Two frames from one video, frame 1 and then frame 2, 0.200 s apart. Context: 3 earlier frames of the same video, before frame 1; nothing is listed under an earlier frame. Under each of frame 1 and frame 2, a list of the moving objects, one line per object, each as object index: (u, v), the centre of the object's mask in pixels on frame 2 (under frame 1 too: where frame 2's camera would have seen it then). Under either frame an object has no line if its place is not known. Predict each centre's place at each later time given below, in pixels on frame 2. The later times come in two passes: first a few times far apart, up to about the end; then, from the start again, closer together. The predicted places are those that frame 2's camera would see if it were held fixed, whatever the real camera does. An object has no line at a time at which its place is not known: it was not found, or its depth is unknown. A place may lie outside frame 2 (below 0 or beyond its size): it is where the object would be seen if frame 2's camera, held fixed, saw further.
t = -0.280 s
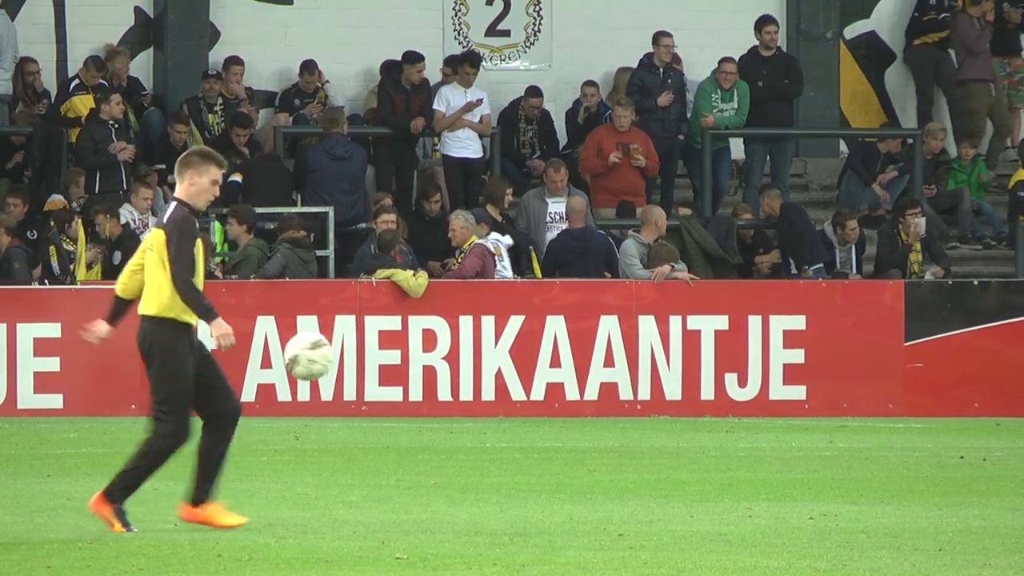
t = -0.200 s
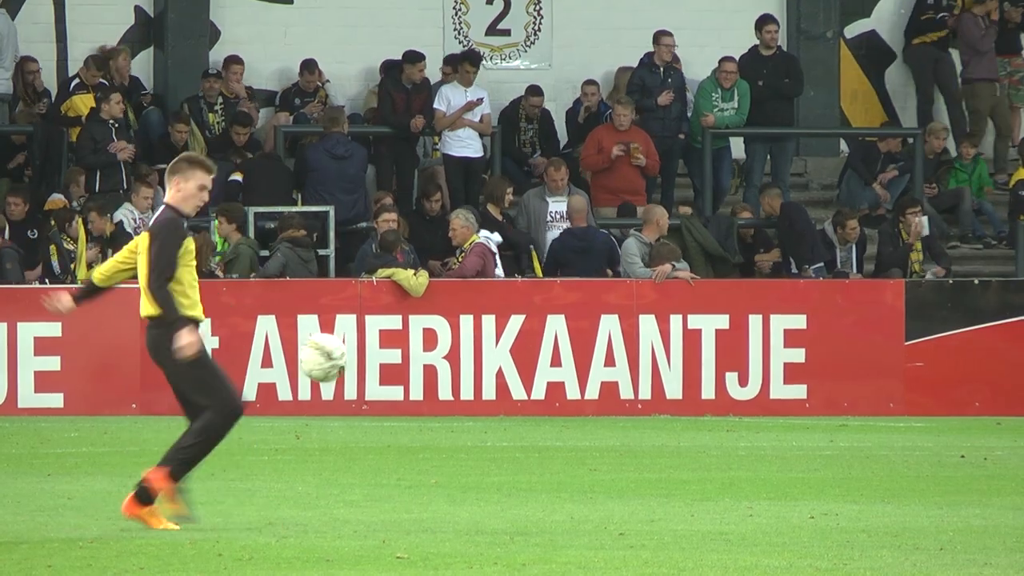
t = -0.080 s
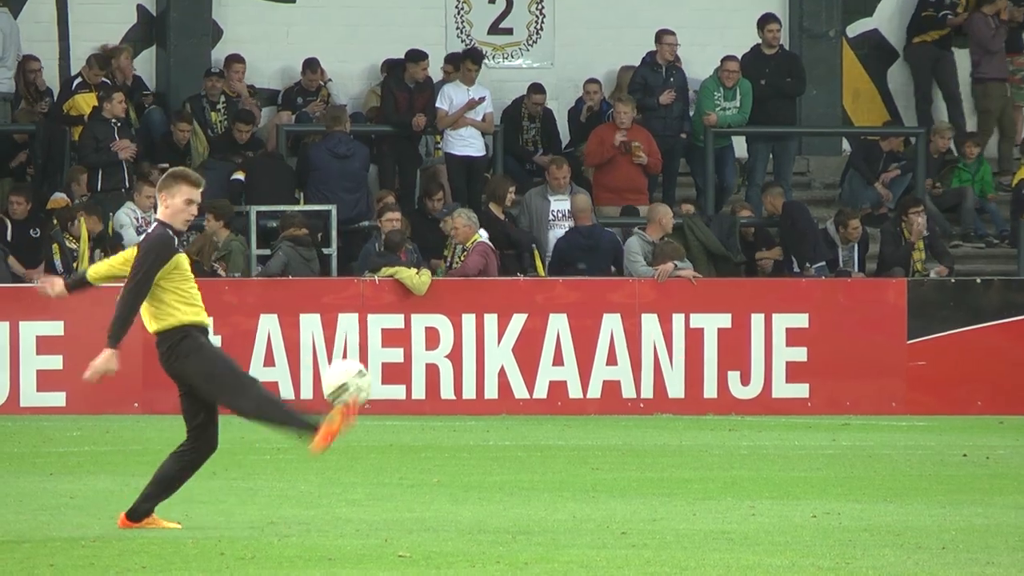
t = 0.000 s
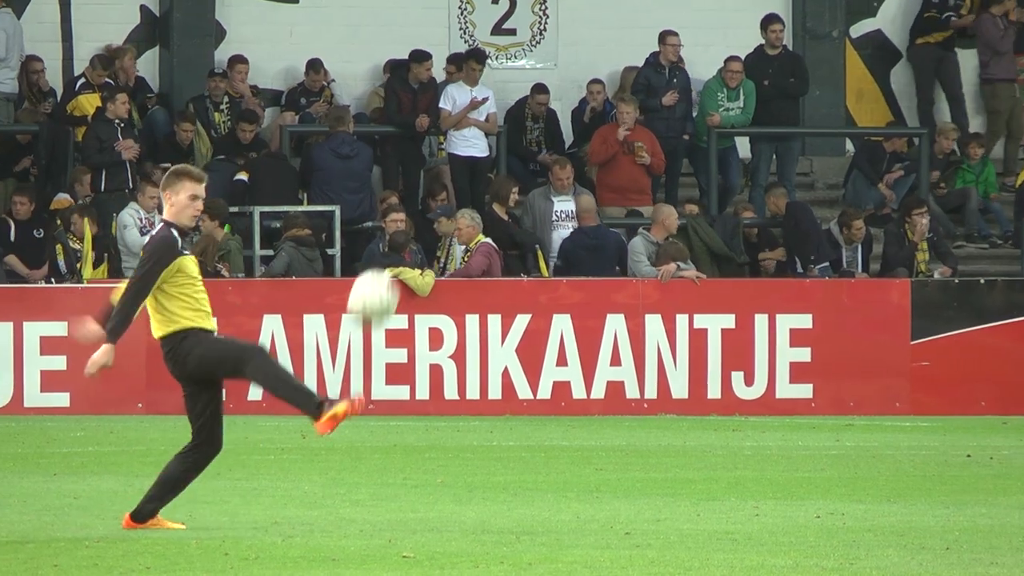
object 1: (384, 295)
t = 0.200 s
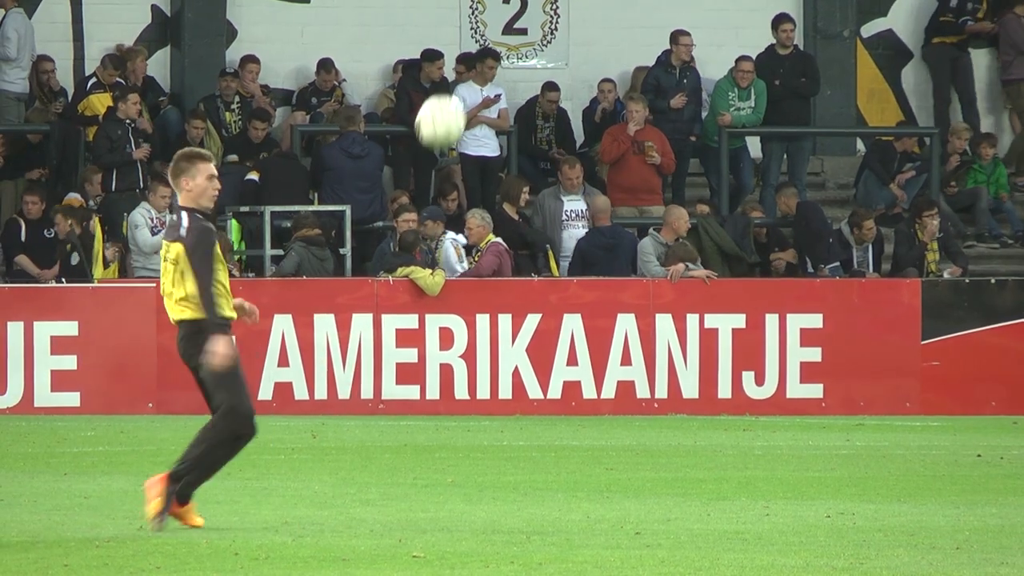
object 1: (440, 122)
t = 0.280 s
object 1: (464, 73)
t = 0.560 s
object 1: (540, 15)
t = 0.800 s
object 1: (606, 86)
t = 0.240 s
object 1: (451, 95)
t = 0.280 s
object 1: (464, 73)
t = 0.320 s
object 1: (474, 54)
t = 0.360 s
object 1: (485, 39)
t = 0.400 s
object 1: (495, 26)
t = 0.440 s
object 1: (507, 20)
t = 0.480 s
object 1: (518, 16)
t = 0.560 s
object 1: (540, 15)
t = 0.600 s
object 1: (551, 17)
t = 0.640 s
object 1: (562, 22)
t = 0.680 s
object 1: (572, 33)
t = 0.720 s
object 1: (583, 48)
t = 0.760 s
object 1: (594, 65)
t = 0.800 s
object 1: (606, 86)
